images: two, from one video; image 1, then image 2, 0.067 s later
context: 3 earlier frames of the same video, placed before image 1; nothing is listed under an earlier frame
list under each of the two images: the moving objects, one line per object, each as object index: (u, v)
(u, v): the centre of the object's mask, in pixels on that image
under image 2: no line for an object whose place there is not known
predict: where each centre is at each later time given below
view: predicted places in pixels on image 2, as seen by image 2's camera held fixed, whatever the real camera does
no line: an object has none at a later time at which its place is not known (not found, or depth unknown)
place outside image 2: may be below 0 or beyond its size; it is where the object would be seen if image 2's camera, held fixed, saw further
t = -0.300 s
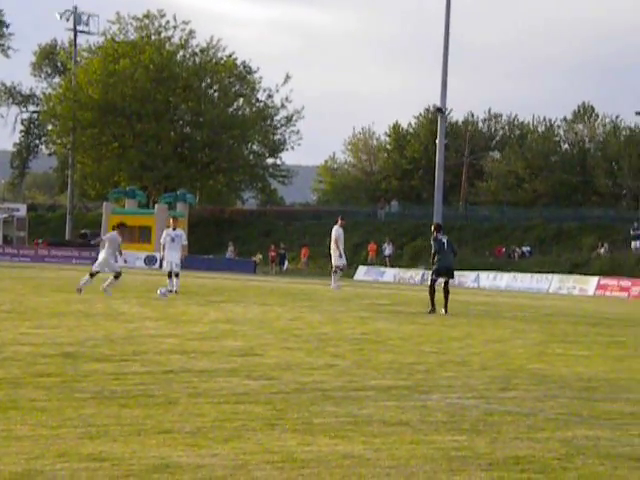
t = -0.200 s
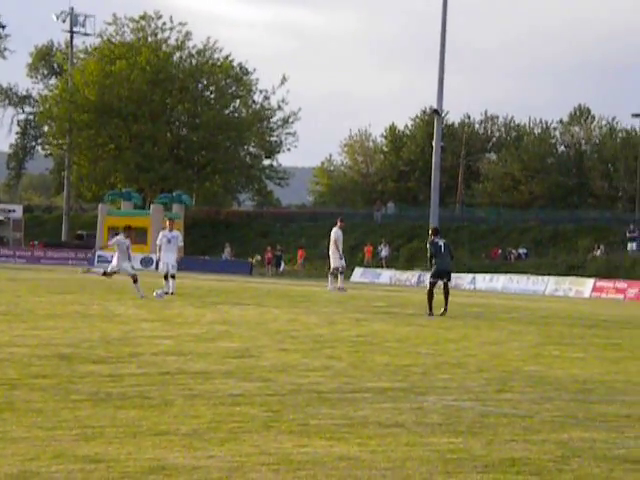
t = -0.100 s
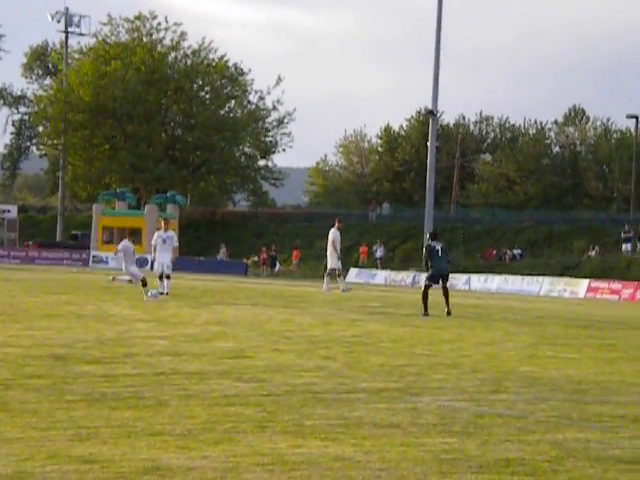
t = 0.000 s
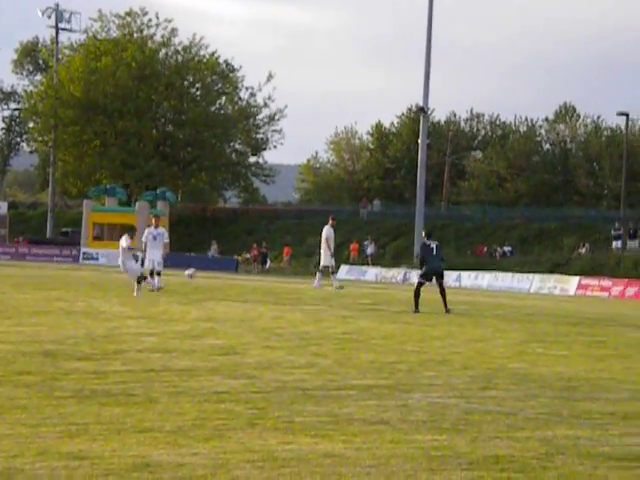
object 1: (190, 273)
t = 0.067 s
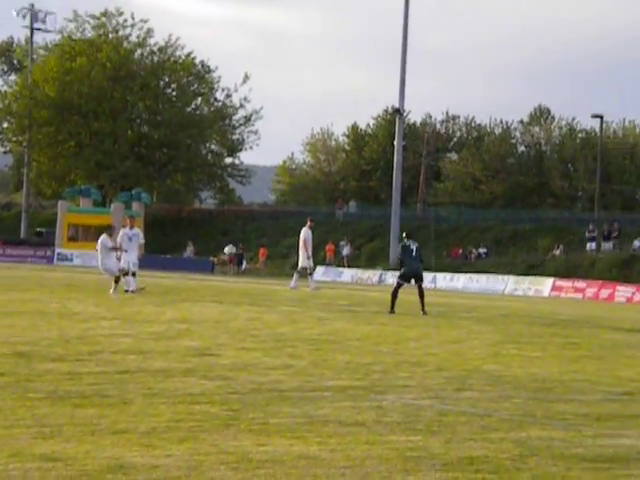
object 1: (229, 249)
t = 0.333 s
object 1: (483, 168)
